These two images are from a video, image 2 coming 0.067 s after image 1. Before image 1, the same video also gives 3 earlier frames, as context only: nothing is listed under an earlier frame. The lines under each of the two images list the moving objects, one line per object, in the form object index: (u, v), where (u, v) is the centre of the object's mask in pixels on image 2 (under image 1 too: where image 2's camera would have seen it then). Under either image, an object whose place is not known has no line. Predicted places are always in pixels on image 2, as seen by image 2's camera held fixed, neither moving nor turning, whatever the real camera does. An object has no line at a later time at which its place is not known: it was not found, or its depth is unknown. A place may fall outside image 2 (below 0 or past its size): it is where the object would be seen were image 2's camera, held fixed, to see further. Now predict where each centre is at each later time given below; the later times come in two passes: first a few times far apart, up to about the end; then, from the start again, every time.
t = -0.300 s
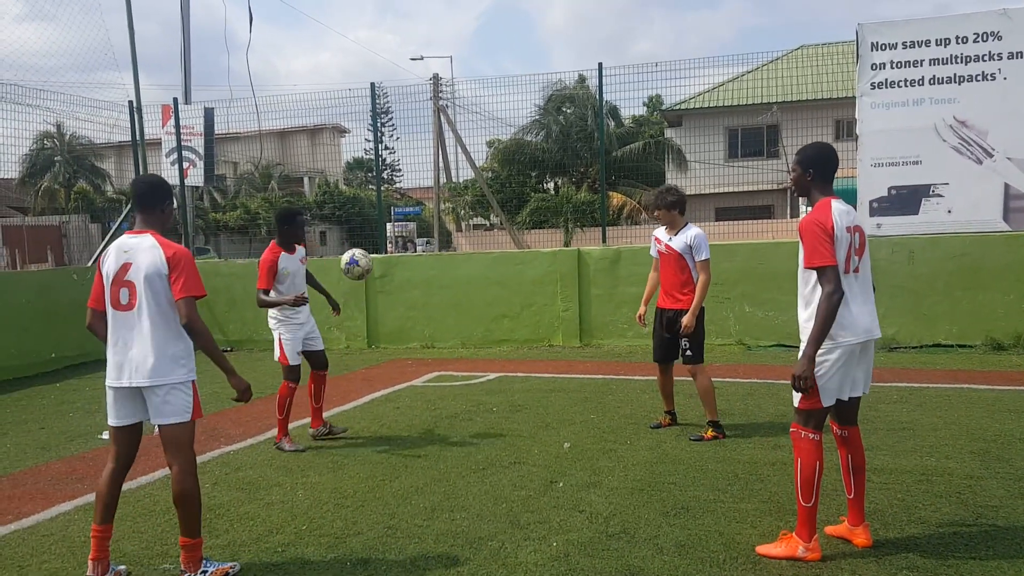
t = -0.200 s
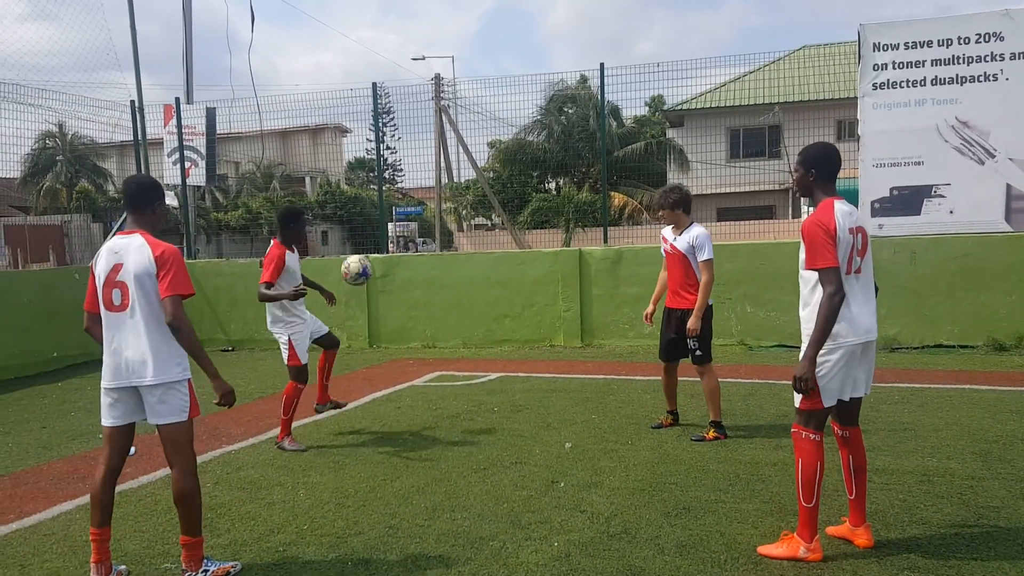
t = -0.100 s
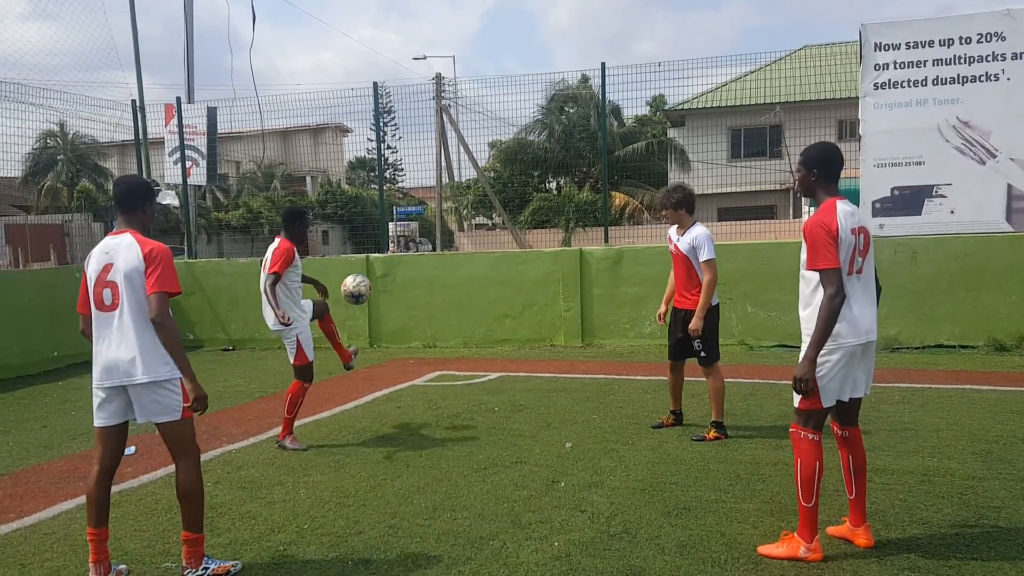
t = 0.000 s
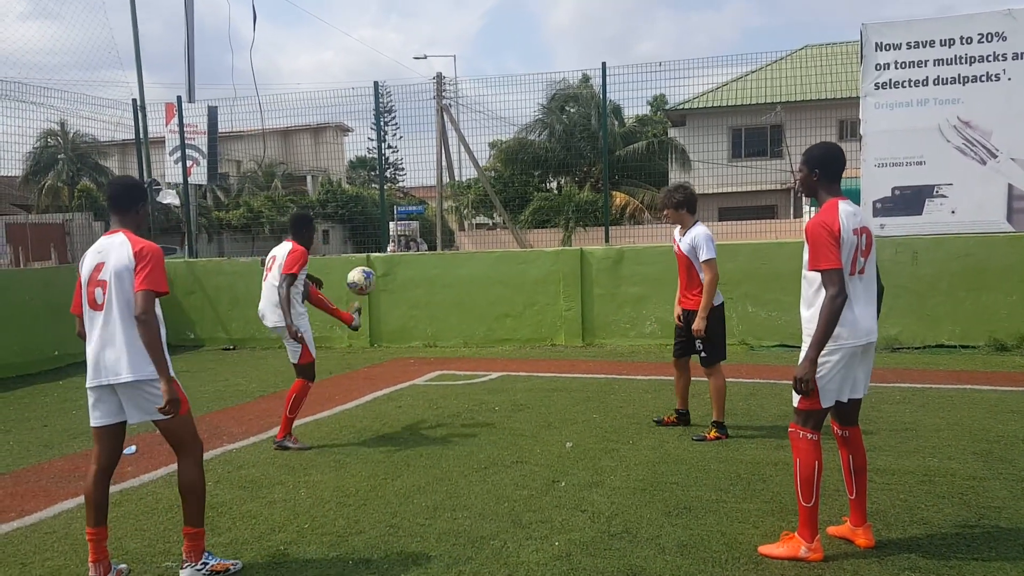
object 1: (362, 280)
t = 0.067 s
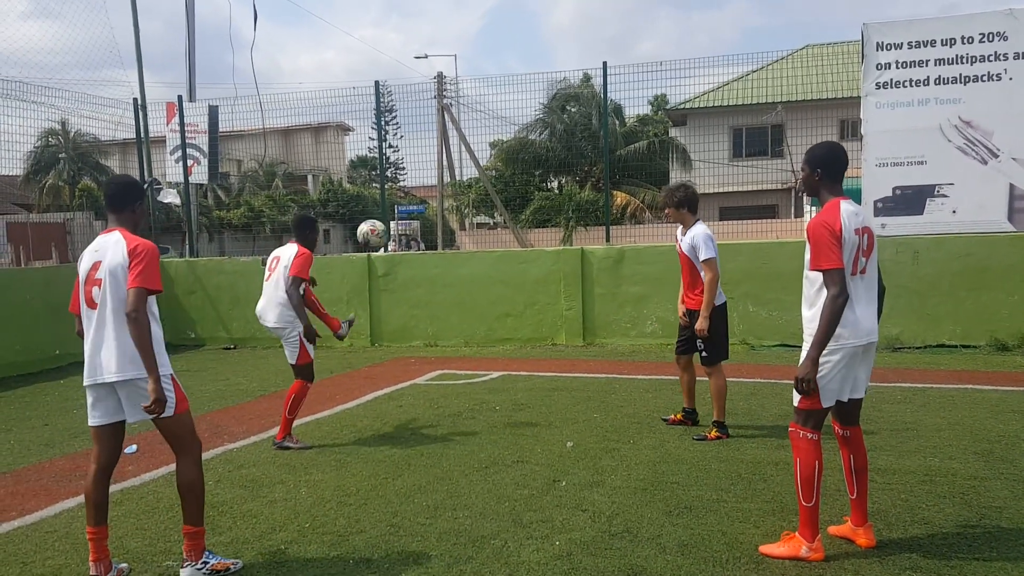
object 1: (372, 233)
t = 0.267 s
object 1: (403, 124)
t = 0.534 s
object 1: (452, 50)
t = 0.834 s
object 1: (513, 82)
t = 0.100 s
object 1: (377, 212)
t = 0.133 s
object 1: (382, 191)
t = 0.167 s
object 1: (387, 174)
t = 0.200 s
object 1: (393, 156)
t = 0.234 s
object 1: (398, 140)
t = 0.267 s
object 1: (403, 124)
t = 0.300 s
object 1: (408, 110)
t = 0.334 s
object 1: (414, 98)
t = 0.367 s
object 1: (420, 86)
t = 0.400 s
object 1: (427, 76)
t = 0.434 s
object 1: (433, 66)
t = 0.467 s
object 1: (439, 60)
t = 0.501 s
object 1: (446, 54)
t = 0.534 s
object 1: (452, 50)
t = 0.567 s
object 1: (459, 47)
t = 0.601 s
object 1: (465, 46)
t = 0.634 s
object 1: (472, 47)
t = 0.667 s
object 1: (478, 49)
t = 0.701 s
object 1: (485, 52)
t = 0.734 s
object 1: (492, 57)
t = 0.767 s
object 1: (499, 64)
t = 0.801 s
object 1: (506, 72)
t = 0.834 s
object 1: (513, 82)
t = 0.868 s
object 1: (521, 94)
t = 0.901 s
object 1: (528, 107)
